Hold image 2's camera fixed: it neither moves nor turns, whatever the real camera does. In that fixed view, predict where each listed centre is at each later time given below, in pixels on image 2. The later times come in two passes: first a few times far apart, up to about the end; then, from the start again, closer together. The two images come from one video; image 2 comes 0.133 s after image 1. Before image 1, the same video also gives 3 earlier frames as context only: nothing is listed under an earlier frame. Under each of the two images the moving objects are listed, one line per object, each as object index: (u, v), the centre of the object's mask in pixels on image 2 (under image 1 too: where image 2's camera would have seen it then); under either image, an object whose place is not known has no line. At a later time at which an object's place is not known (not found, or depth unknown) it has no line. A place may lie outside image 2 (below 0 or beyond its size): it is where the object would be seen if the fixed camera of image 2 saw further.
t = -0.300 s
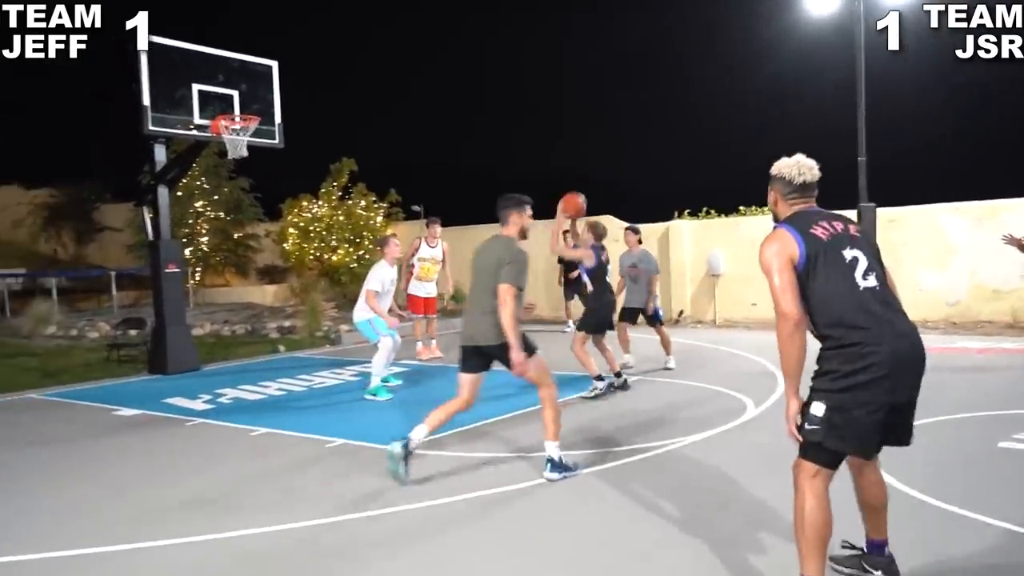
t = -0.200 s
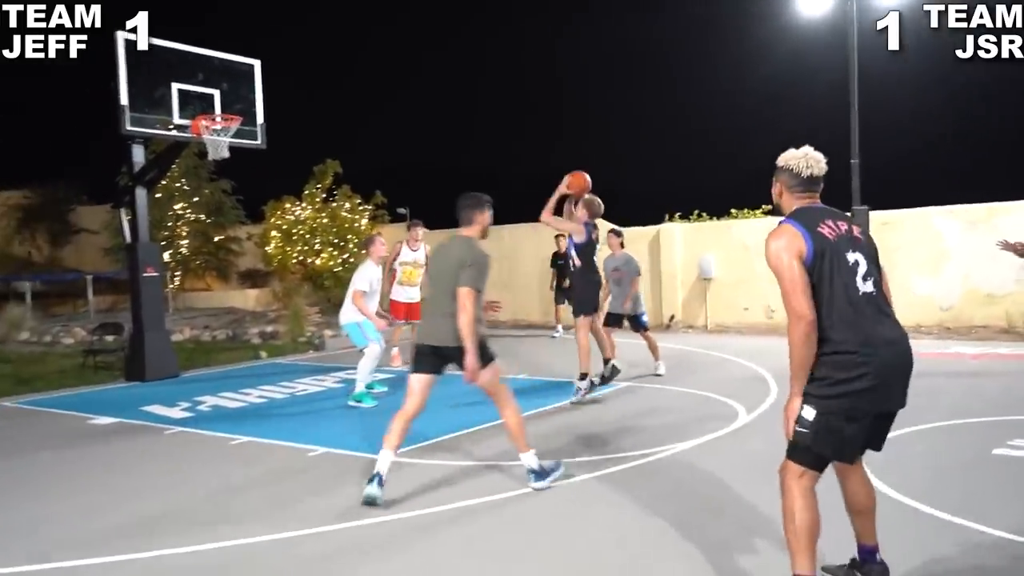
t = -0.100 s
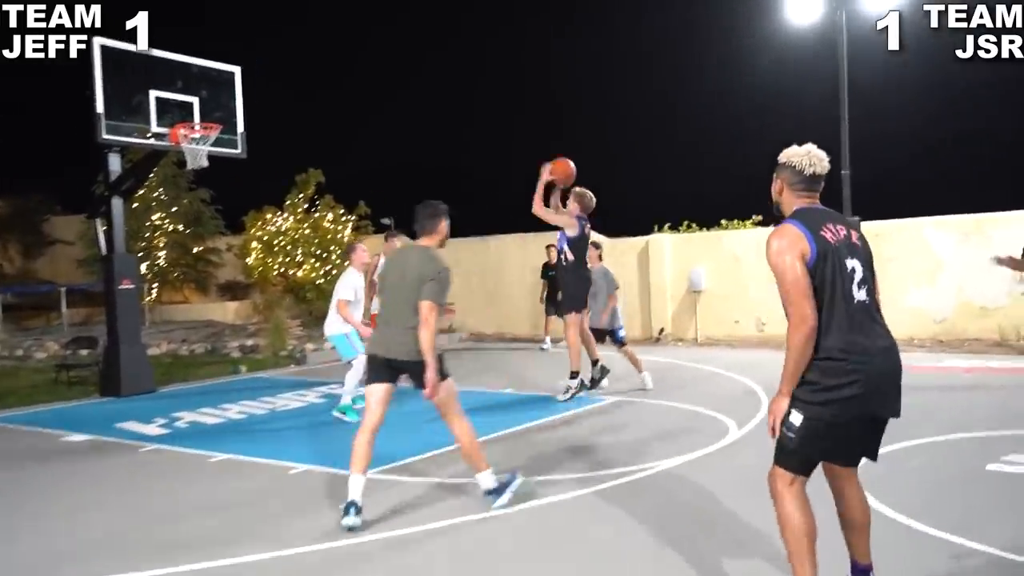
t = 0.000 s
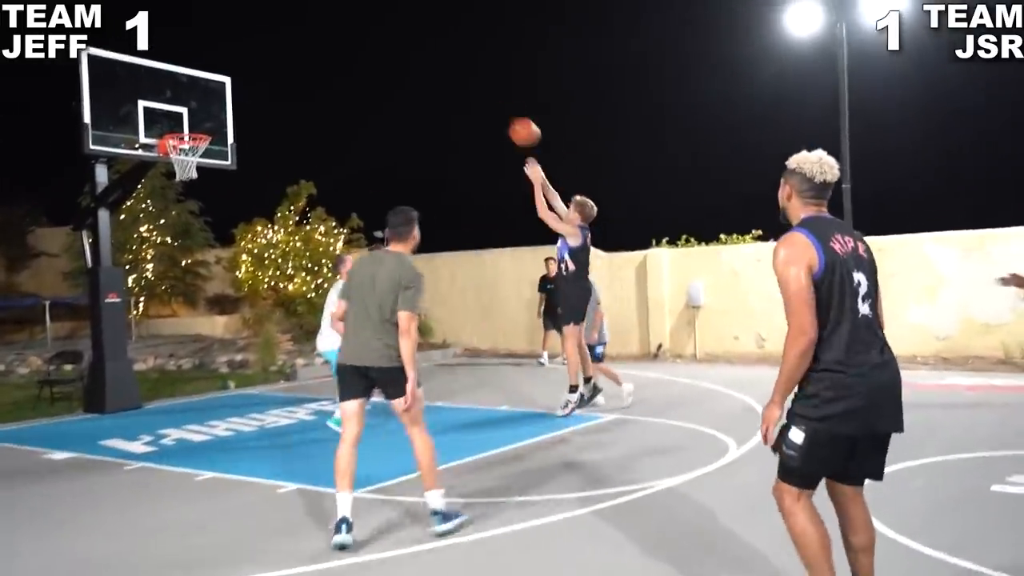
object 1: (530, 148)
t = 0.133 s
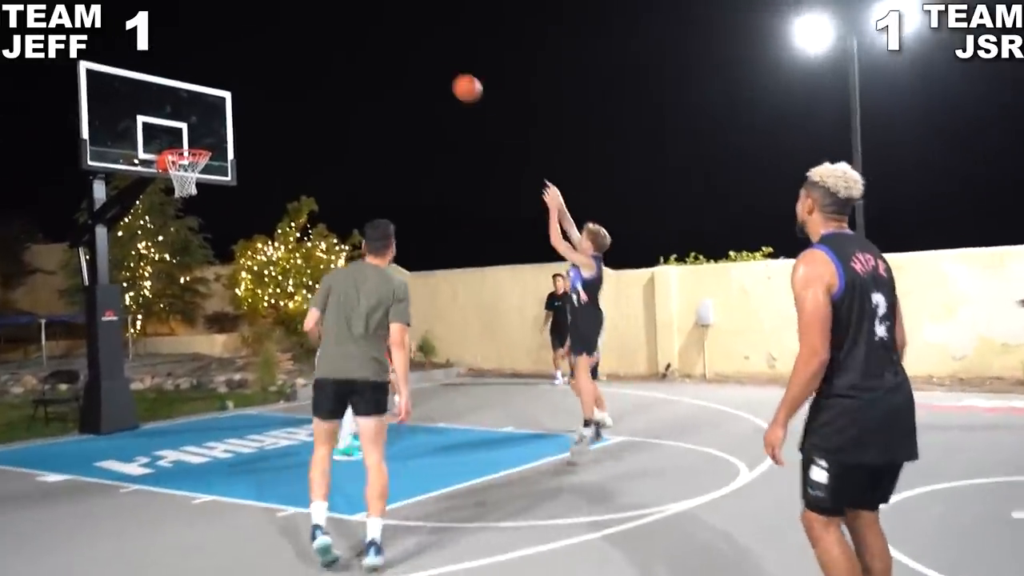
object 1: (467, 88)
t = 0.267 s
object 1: (410, 51)
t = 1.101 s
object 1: (177, 190)
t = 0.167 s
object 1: (452, 77)
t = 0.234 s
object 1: (424, 59)
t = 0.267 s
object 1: (410, 51)
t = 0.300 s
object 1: (397, 46)
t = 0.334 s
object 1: (384, 41)
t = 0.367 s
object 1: (371, 37)
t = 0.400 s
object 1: (359, 35)
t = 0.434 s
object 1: (346, 33)
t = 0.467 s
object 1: (334, 34)
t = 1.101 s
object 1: (177, 190)
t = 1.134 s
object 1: (177, 198)
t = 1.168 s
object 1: (178, 208)
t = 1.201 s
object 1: (178, 217)
